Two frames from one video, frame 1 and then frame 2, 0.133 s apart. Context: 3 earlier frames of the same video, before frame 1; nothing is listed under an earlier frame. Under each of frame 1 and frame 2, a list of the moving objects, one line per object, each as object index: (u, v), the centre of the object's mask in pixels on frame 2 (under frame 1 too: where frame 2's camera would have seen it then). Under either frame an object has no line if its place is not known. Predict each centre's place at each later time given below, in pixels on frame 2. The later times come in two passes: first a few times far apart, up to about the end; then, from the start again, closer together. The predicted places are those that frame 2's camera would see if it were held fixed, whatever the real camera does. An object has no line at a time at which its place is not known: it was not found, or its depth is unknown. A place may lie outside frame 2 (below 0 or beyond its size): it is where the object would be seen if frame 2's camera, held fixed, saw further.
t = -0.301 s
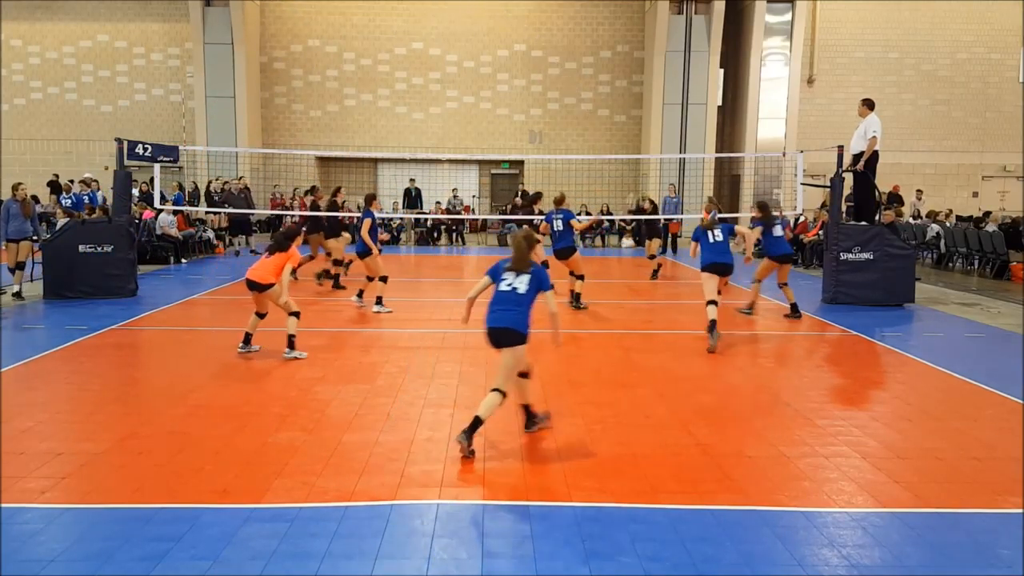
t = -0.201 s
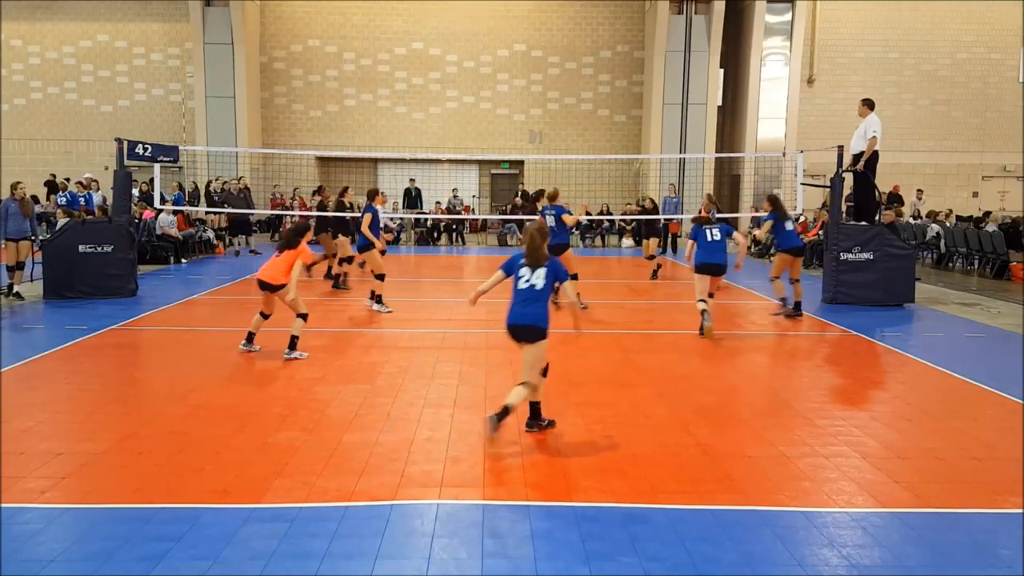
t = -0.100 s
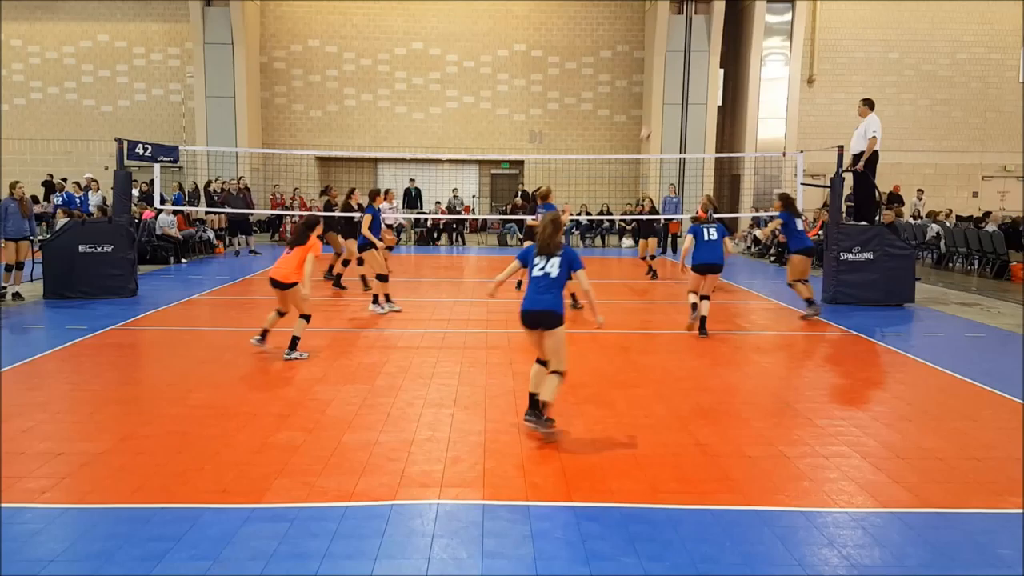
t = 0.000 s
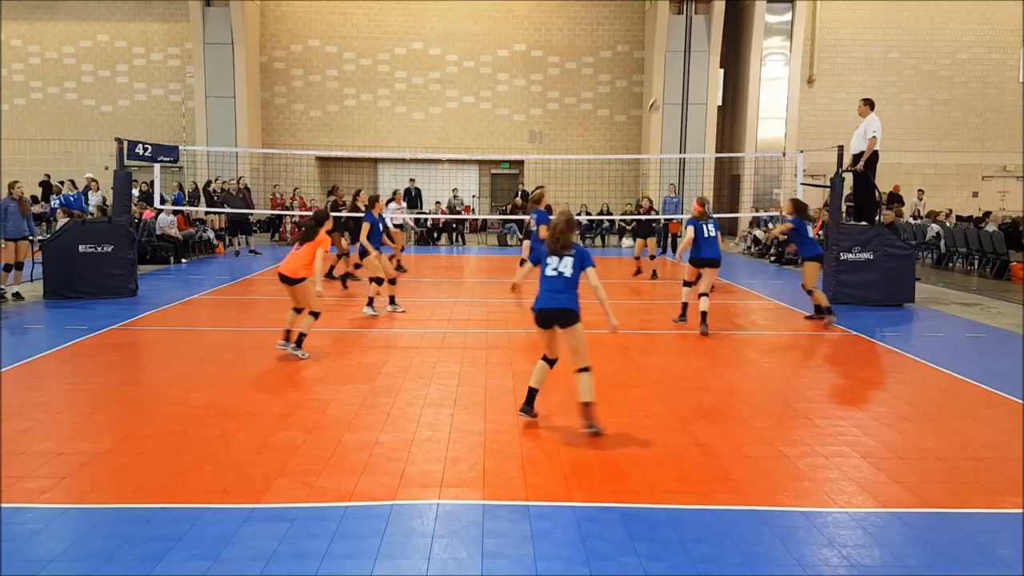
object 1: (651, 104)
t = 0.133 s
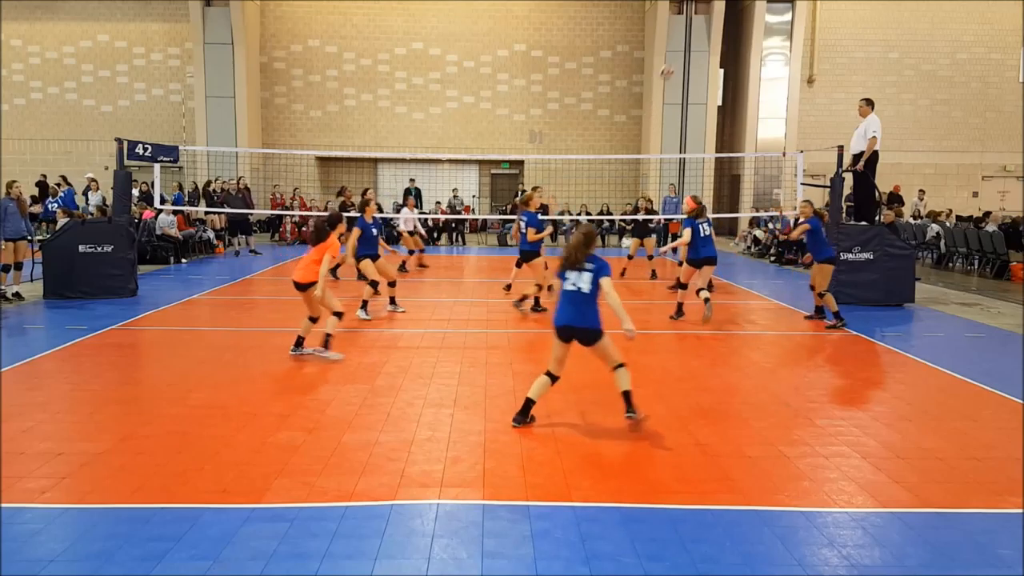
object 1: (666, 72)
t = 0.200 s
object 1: (672, 58)
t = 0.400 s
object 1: (693, 32)
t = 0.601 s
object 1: (717, 36)
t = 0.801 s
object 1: (743, 75)
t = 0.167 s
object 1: (669, 65)
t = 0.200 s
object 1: (672, 58)
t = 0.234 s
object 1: (676, 52)
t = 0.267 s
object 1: (680, 46)
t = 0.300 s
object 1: (683, 42)
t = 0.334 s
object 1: (686, 38)
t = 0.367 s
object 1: (690, 35)
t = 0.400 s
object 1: (693, 32)
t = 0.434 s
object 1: (697, 31)
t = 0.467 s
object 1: (701, 30)
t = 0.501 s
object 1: (704, 30)
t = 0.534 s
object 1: (708, 31)
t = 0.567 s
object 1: (711, 33)
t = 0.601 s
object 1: (717, 36)
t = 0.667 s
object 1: (726, 45)
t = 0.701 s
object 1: (730, 52)
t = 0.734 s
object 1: (734, 59)
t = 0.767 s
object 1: (739, 67)
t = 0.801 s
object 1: (743, 75)
